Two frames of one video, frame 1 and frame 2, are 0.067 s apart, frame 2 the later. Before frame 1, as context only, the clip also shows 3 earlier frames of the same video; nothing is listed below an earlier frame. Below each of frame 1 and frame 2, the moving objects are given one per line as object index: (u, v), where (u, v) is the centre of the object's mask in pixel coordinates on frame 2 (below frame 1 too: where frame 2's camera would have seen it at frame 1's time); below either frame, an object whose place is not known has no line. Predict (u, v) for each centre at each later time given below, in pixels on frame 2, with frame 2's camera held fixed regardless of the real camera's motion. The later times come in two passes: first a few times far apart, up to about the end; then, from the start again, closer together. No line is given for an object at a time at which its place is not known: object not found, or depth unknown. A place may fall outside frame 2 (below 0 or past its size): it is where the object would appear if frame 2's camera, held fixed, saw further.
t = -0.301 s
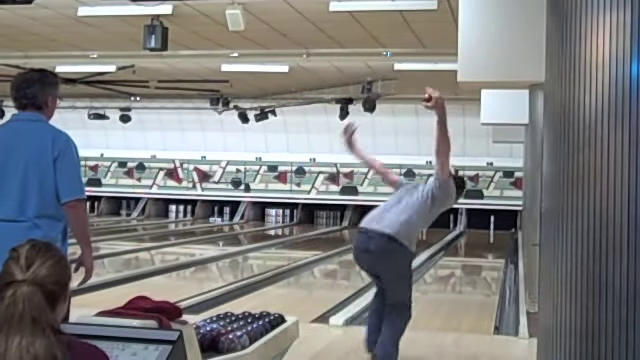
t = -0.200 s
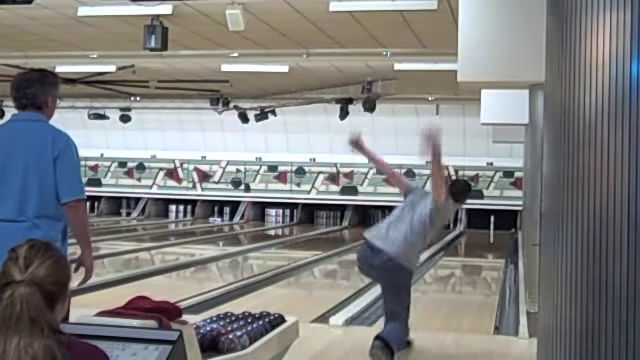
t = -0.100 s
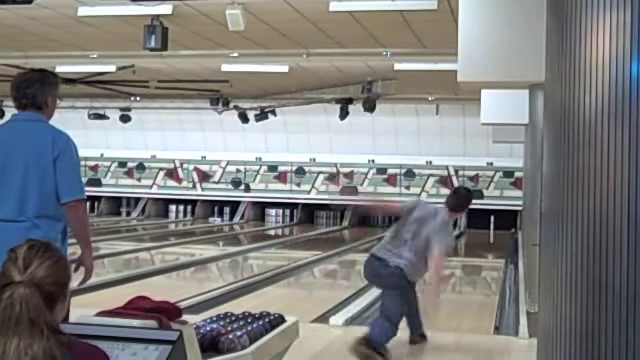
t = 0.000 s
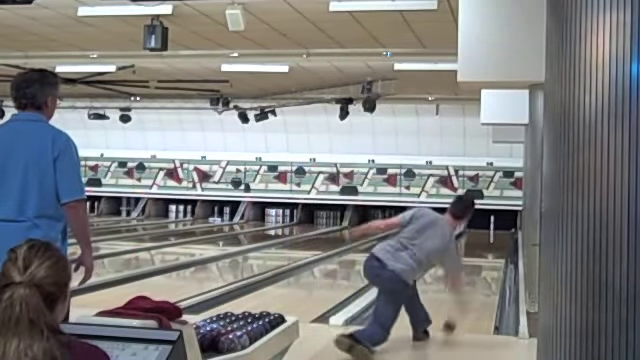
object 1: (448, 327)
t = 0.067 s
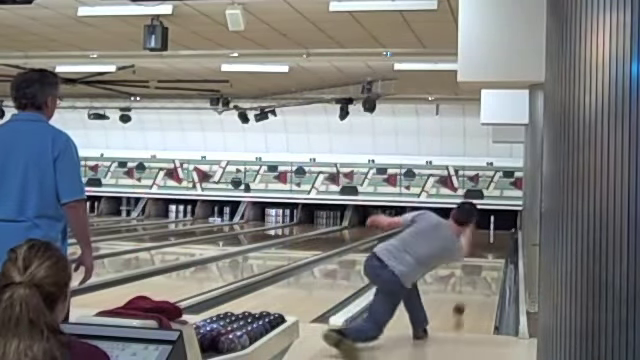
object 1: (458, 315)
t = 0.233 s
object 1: (474, 285)
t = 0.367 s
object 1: (482, 268)
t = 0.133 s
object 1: (465, 301)
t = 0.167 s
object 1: (469, 296)
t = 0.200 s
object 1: (471, 290)
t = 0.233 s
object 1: (474, 285)
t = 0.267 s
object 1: (476, 280)
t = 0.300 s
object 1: (478, 276)
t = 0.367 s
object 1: (482, 268)
